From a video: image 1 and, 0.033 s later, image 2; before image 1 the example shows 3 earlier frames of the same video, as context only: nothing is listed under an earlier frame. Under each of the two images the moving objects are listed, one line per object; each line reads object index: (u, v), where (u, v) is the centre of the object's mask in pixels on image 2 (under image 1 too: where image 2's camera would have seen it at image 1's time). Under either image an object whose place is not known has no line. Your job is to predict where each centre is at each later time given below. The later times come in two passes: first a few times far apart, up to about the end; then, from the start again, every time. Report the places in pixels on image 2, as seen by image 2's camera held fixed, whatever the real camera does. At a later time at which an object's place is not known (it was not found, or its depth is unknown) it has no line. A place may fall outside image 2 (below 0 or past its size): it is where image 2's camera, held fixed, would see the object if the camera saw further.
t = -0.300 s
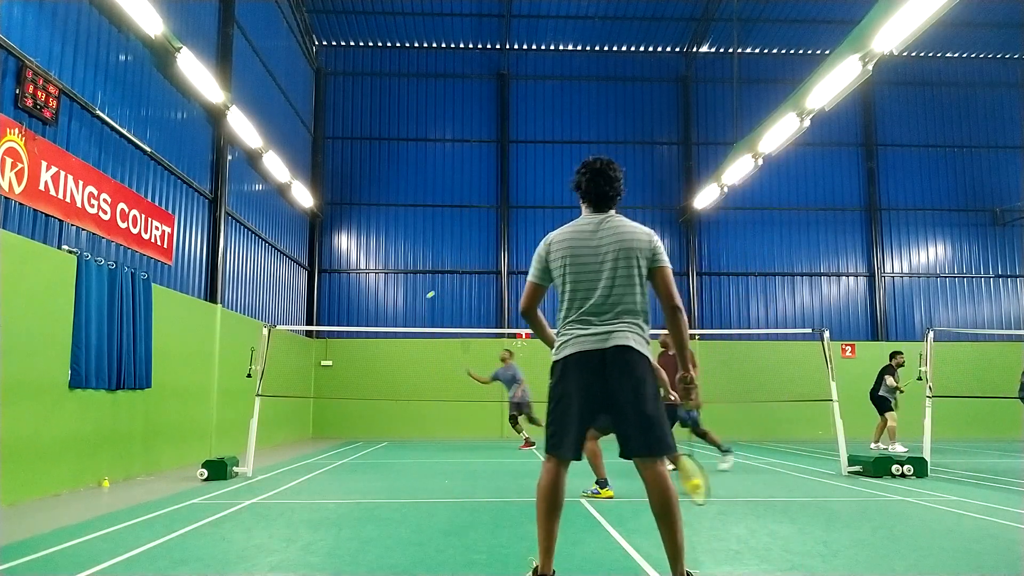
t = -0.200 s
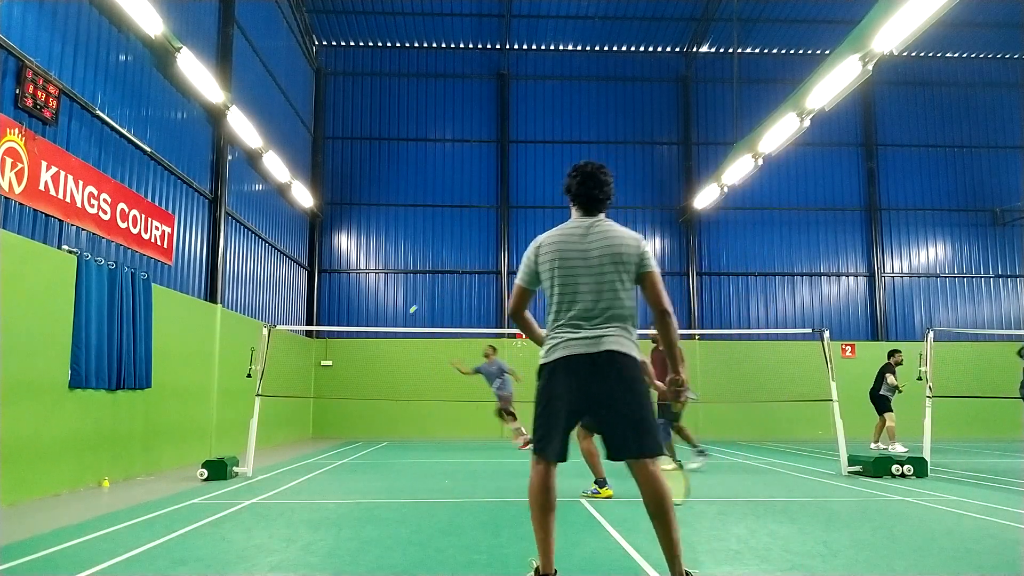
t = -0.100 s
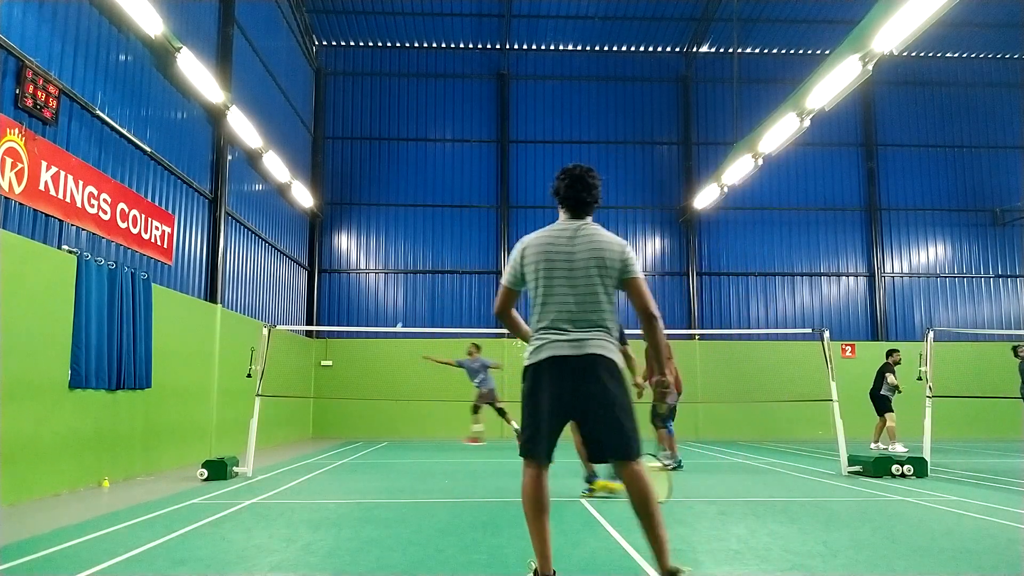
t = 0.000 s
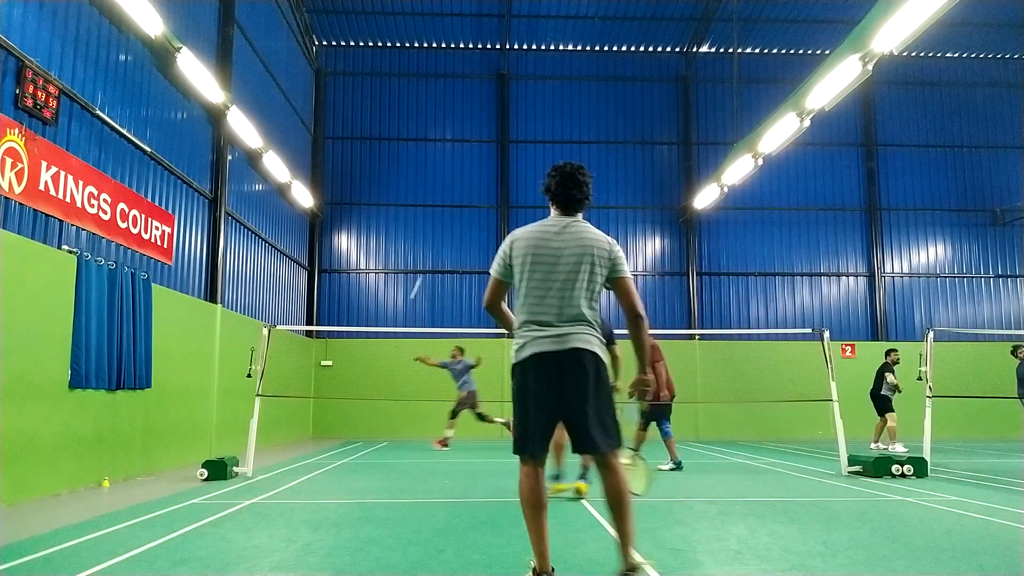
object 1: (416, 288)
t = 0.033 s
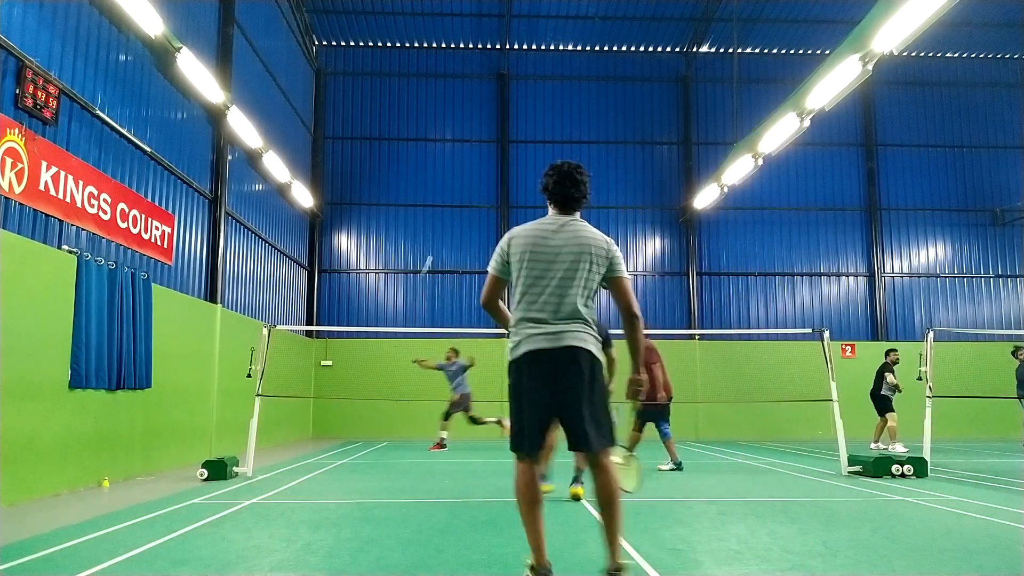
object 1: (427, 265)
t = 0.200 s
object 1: (468, 184)
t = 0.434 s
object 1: (523, 113)
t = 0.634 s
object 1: (570, 93)
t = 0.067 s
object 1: (435, 247)
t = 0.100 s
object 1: (443, 230)
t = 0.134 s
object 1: (452, 214)
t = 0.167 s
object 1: (460, 198)
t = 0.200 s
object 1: (468, 184)
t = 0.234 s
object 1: (476, 171)
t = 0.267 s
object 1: (484, 159)
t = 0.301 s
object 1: (492, 147)
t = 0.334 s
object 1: (500, 138)
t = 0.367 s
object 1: (507, 128)
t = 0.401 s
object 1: (515, 120)
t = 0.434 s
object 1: (523, 113)
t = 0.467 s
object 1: (531, 107)
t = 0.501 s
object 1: (539, 101)
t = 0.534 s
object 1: (546, 98)
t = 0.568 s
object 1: (554, 95)
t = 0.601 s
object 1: (562, 94)
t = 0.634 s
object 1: (570, 93)
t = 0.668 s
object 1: (578, 94)
